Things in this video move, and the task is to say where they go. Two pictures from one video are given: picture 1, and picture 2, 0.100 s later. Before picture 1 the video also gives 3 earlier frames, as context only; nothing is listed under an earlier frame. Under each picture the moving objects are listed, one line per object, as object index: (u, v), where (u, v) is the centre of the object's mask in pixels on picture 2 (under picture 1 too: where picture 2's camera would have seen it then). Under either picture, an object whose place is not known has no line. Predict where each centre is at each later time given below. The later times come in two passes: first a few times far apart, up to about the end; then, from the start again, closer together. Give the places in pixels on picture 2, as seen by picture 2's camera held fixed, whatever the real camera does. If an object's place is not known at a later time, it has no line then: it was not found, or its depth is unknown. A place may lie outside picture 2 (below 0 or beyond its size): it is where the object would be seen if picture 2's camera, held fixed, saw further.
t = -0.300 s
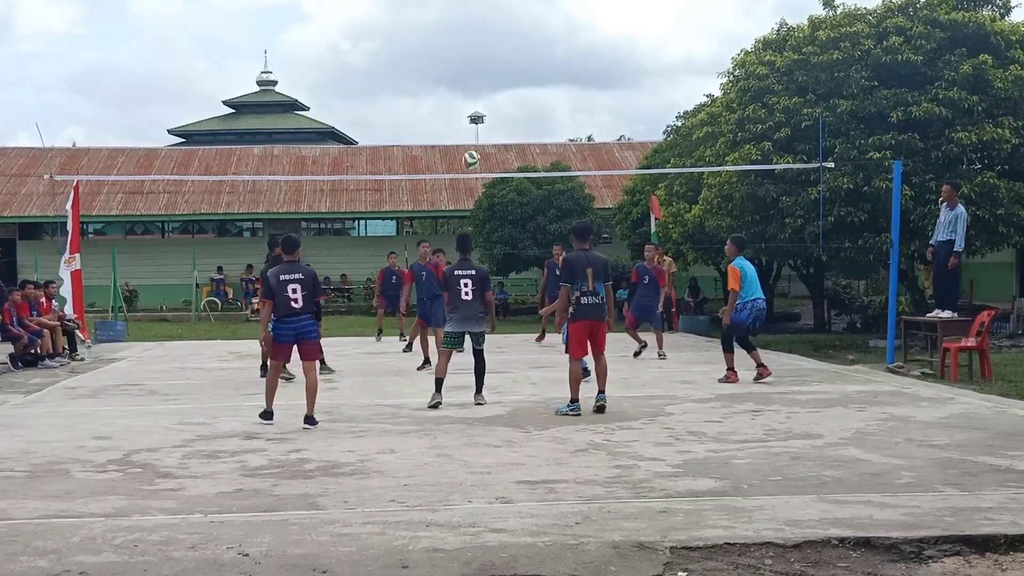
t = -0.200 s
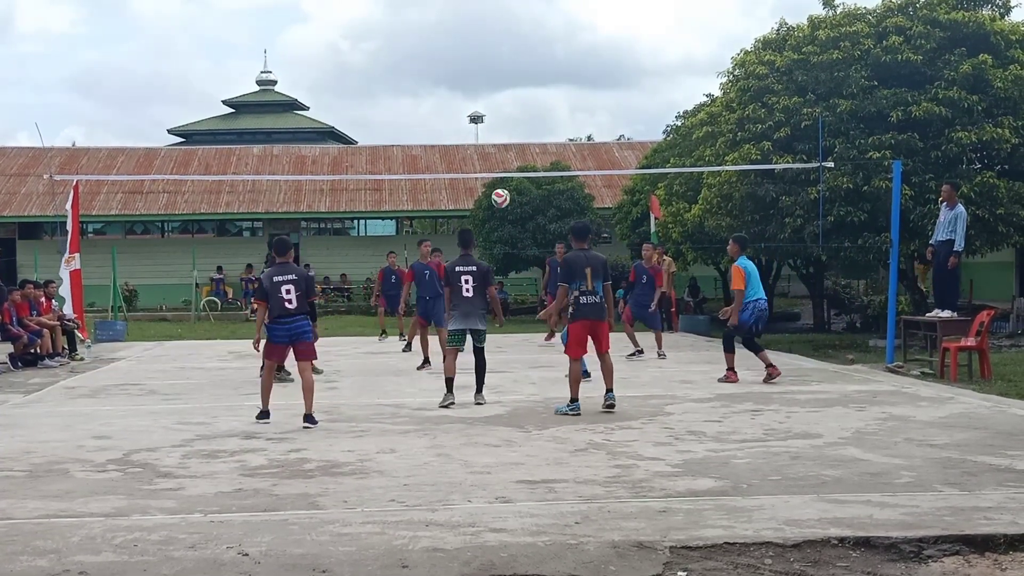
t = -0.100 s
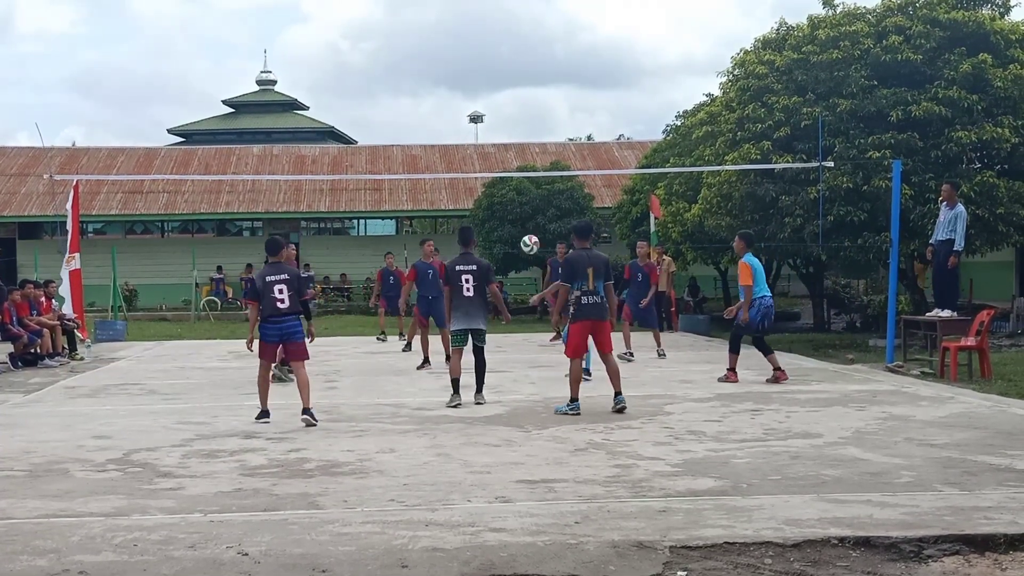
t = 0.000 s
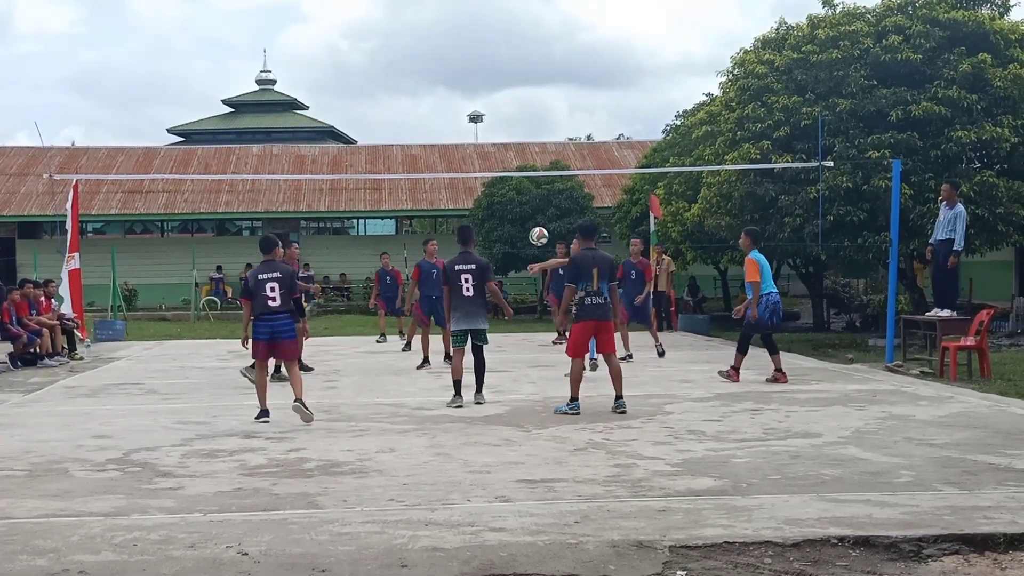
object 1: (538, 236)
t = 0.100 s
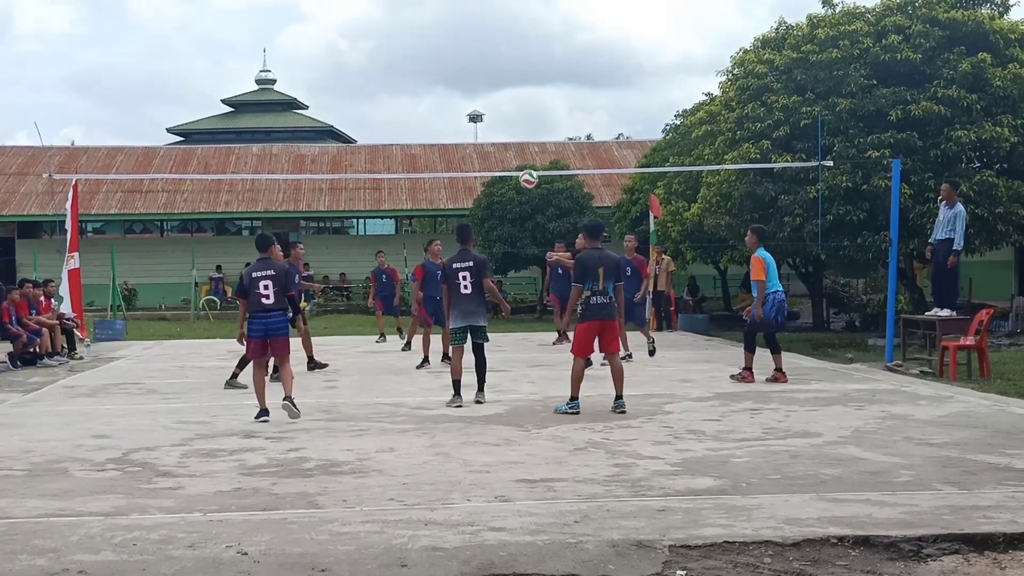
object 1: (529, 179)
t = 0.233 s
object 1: (515, 117)
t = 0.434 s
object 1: (495, 53)
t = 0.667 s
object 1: (471, 25)
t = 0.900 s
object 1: (447, 48)
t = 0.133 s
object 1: (525, 162)
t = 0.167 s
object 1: (522, 146)
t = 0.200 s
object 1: (519, 131)
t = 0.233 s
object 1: (515, 117)
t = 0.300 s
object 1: (509, 91)
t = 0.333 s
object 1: (505, 80)
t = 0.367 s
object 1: (502, 70)
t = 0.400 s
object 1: (499, 61)
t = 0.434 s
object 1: (495, 53)
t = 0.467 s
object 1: (491, 46)
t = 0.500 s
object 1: (488, 40)
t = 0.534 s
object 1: (484, 35)
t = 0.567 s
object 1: (481, 31)
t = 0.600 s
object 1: (478, 28)
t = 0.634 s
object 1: (474, 26)
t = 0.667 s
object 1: (471, 25)
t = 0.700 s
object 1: (467, 25)
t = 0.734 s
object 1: (464, 26)
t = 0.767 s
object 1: (460, 28)
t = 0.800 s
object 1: (457, 31)
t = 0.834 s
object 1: (453, 36)
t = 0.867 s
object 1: (450, 41)
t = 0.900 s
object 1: (447, 48)
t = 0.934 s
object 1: (443, 55)
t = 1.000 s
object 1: (436, 73)
